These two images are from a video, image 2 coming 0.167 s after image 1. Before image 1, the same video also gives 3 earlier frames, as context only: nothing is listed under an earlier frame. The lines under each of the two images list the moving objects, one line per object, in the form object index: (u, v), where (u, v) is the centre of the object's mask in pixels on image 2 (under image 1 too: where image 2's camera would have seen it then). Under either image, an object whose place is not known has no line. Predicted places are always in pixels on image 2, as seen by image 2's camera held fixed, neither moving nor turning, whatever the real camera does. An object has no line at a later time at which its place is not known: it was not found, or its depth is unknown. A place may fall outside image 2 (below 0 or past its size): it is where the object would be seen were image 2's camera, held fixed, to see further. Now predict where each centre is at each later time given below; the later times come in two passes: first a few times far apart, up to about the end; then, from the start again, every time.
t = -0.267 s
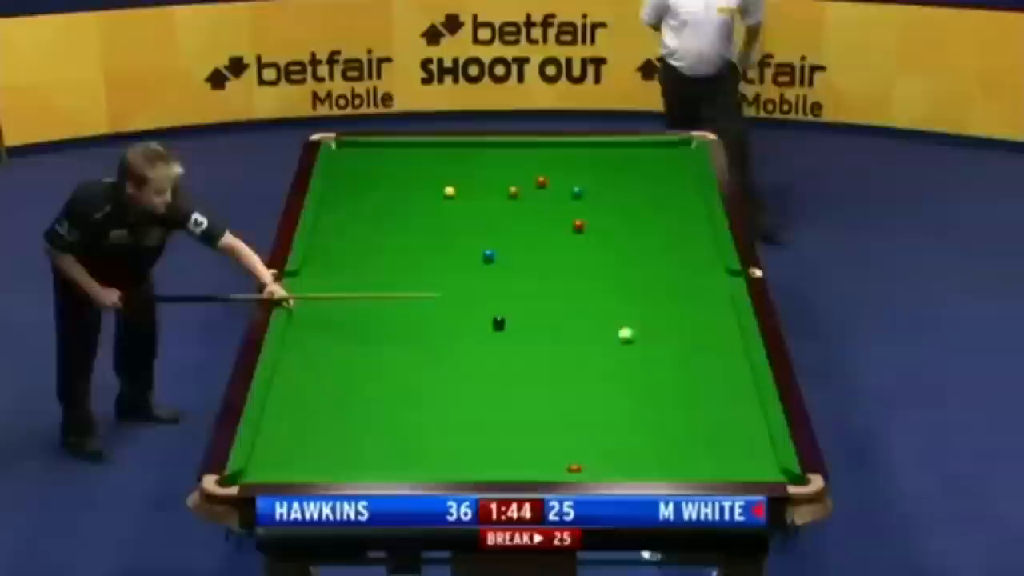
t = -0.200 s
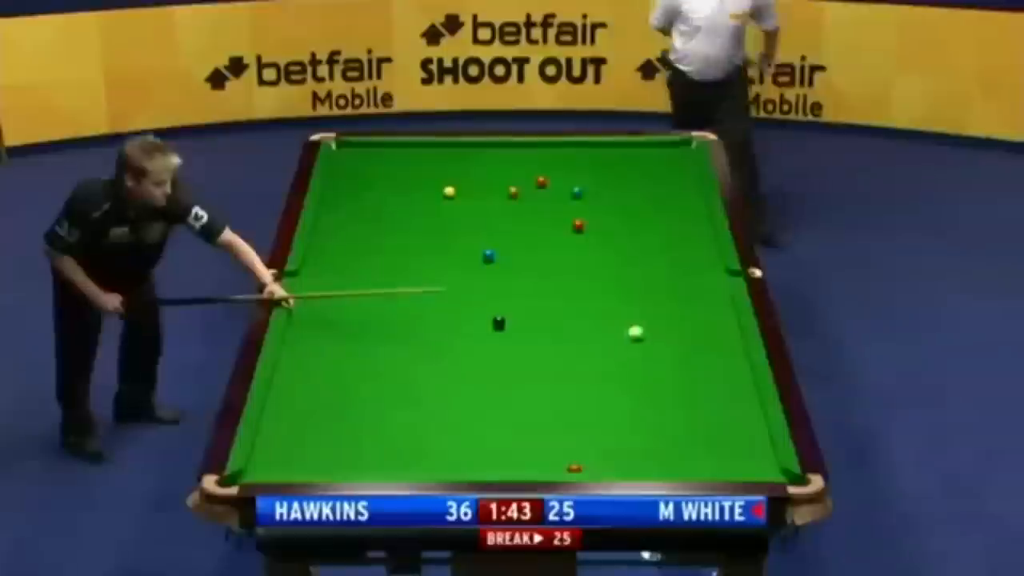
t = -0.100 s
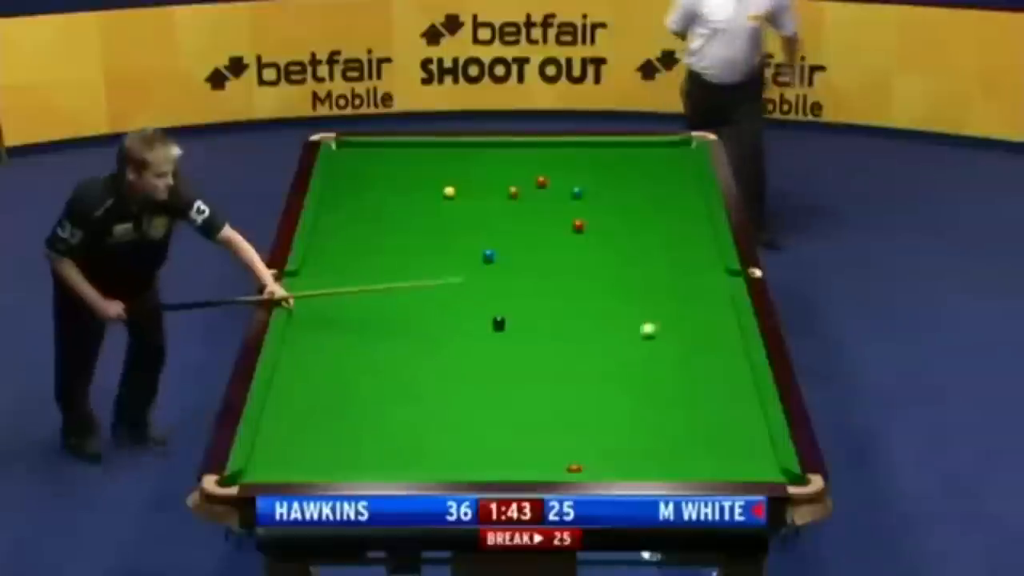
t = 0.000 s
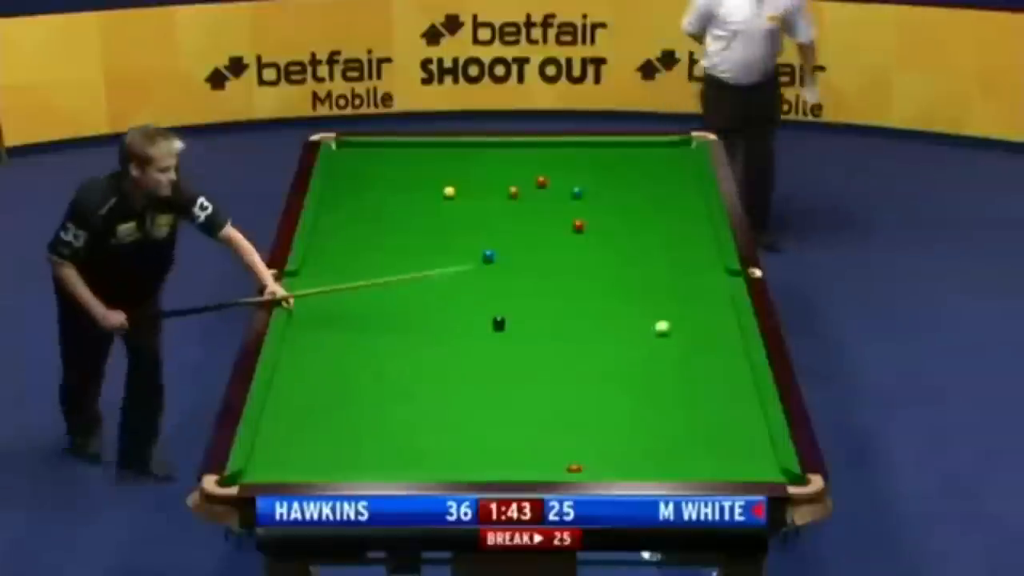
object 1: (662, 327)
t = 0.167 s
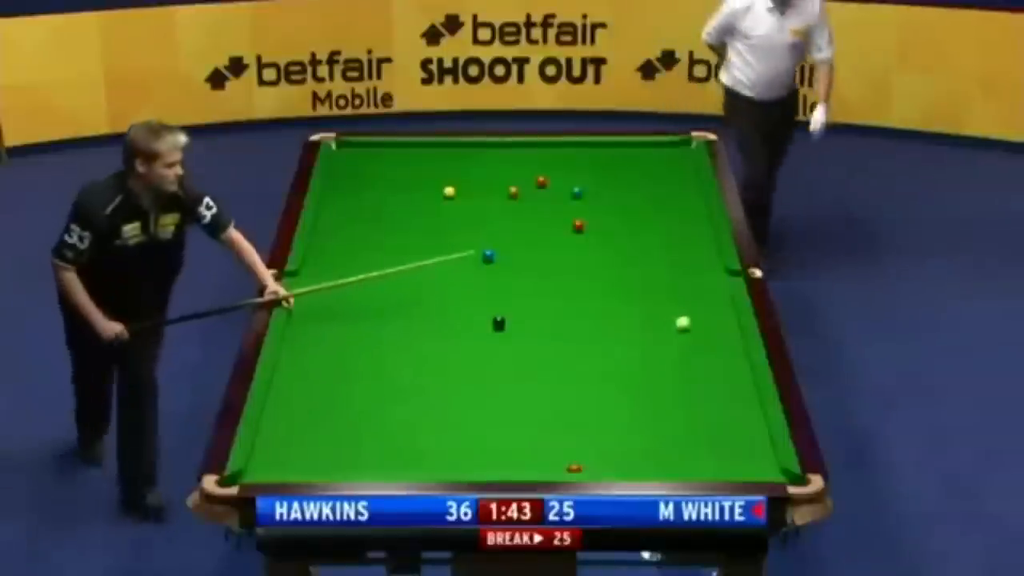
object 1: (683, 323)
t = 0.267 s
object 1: (695, 321)
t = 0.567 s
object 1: (730, 314)
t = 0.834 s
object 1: (707, 308)
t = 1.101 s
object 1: (686, 303)
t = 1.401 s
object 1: (664, 298)
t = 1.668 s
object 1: (646, 293)
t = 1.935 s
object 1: (629, 289)
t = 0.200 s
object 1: (687, 322)
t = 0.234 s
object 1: (691, 322)
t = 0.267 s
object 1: (695, 321)
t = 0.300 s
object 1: (699, 320)
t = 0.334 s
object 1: (703, 319)
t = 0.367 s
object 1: (708, 318)
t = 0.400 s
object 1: (712, 318)
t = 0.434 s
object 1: (716, 317)
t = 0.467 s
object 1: (720, 316)
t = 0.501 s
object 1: (724, 315)
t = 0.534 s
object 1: (727, 315)
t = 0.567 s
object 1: (730, 314)
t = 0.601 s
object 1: (727, 313)
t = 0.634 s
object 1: (724, 312)
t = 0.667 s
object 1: (722, 312)
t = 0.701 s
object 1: (719, 311)
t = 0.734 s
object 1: (716, 310)
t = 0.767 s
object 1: (712, 310)
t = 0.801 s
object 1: (710, 309)
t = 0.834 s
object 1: (707, 308)
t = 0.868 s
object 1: (704, 308)
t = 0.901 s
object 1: (701, 307)
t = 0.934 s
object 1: (699, 306)
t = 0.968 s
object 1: (696, 306)
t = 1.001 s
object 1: (693, 305)
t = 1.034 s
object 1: (691, 304)
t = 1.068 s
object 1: (688, 304)
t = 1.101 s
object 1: (686, 303)
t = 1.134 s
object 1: (683, 302)
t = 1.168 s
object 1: (681, 301)
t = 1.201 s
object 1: (678, 301)
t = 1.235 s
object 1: (676, 300)
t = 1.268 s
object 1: (673, 300)
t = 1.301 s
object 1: (671, 299)
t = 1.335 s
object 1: (669, 298)
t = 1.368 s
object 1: (666, 298)
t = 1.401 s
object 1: (664, 298)
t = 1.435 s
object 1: (661, 297)
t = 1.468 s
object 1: (659, 296)
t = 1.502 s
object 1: (657, 296)
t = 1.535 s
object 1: (655, 295)
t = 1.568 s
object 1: (652, 295)
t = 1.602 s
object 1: (650, 294)
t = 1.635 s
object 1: (648, 294)
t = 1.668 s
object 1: (646, 293)
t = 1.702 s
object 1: (644, 292)
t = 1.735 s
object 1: (642, 292)
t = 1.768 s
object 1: (640, 292)
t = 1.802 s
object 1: (637, 291)
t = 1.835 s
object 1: (635, 291)
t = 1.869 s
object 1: (633, 290)
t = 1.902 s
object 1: (632, 290)
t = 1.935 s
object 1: (629, 289)
